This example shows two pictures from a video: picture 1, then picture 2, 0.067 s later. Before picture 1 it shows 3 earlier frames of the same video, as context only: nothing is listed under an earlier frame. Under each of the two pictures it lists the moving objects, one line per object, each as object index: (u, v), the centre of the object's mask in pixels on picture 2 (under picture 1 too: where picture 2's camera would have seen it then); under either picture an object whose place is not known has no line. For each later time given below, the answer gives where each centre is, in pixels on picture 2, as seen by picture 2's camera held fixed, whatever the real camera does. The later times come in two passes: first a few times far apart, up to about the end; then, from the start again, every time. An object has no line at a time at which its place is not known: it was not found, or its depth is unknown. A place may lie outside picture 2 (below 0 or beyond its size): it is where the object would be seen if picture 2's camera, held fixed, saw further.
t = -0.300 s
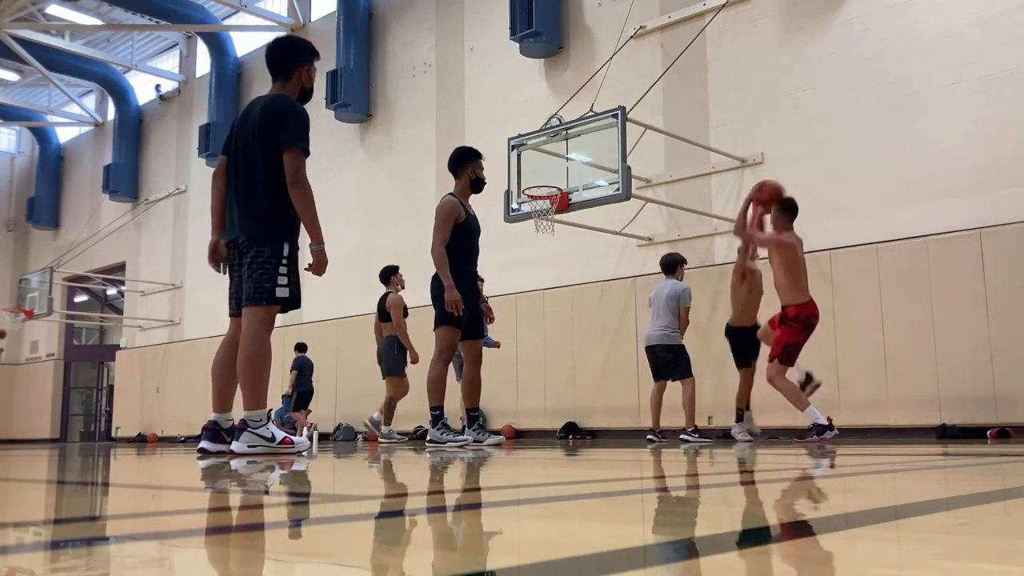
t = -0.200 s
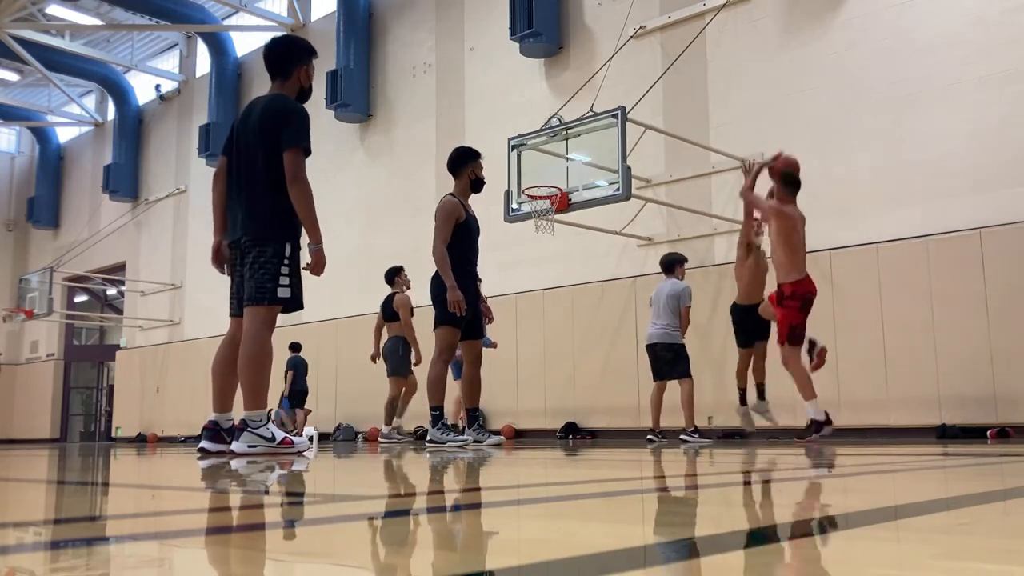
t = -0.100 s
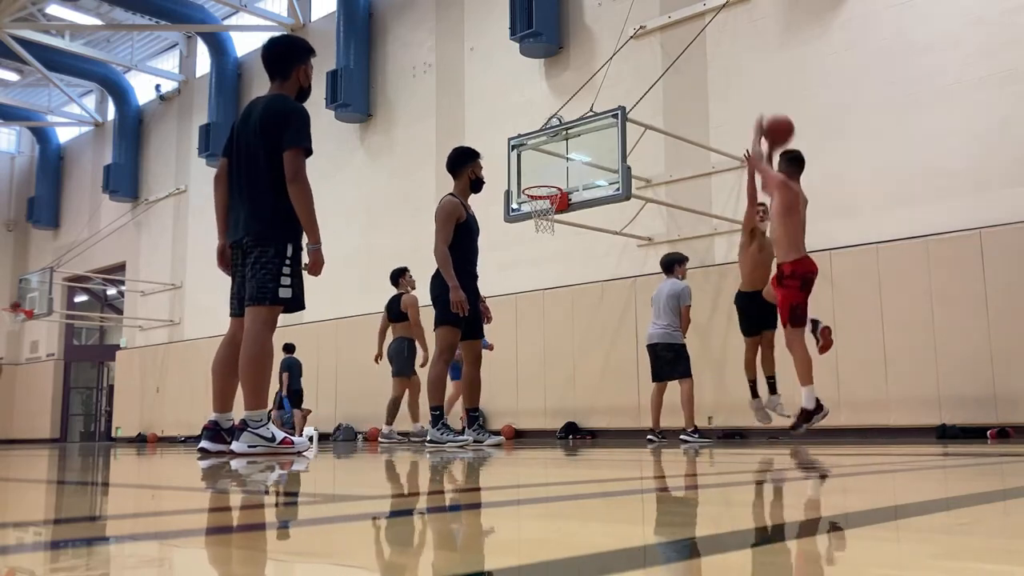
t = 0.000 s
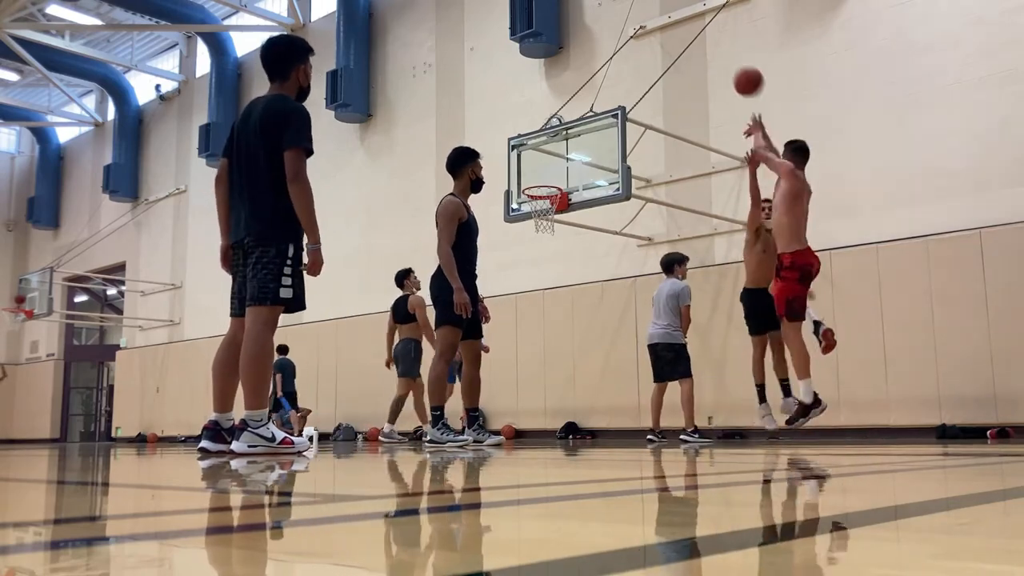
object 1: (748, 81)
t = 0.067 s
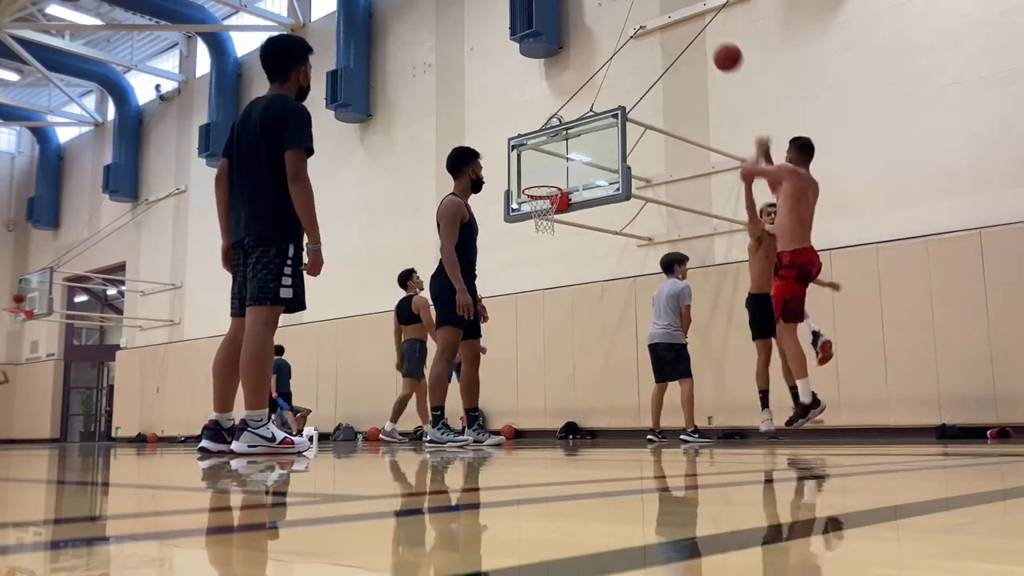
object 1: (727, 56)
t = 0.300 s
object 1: (667, 17)
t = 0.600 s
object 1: (609, 45)
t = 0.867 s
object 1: (568, 125)
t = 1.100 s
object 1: (541, 215)
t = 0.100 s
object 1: (718, 47)
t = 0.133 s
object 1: (708, 39)
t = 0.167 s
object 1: (699, 32)
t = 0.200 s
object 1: (691, 27)
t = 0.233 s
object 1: (683, 23)
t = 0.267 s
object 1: (675, 20)
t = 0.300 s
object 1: (667, 17)
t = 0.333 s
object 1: (659, 17)
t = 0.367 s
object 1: (653, 17)
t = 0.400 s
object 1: (646, 18)
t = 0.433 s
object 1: (639, 21)
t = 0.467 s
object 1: (633, 24)
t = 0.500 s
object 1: (626, 28)
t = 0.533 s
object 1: (620, 33)
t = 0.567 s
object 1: (614, 38)
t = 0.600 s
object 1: (609, 45)
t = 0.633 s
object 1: (603, 52)
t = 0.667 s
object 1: (598, 61)
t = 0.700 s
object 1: (592, 70)
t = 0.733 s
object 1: (587, 80)
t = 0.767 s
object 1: (583, 90)
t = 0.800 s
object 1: (577, 101)
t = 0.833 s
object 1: (573, 112)
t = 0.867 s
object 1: (568, 125)
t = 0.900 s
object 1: (563, 139)
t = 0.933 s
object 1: (559, 152)
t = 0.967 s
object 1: (554, 166)
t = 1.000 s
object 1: (551, 180)
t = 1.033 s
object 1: (546, 195)
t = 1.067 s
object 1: (546, 203)
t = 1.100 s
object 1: (541, 215)
